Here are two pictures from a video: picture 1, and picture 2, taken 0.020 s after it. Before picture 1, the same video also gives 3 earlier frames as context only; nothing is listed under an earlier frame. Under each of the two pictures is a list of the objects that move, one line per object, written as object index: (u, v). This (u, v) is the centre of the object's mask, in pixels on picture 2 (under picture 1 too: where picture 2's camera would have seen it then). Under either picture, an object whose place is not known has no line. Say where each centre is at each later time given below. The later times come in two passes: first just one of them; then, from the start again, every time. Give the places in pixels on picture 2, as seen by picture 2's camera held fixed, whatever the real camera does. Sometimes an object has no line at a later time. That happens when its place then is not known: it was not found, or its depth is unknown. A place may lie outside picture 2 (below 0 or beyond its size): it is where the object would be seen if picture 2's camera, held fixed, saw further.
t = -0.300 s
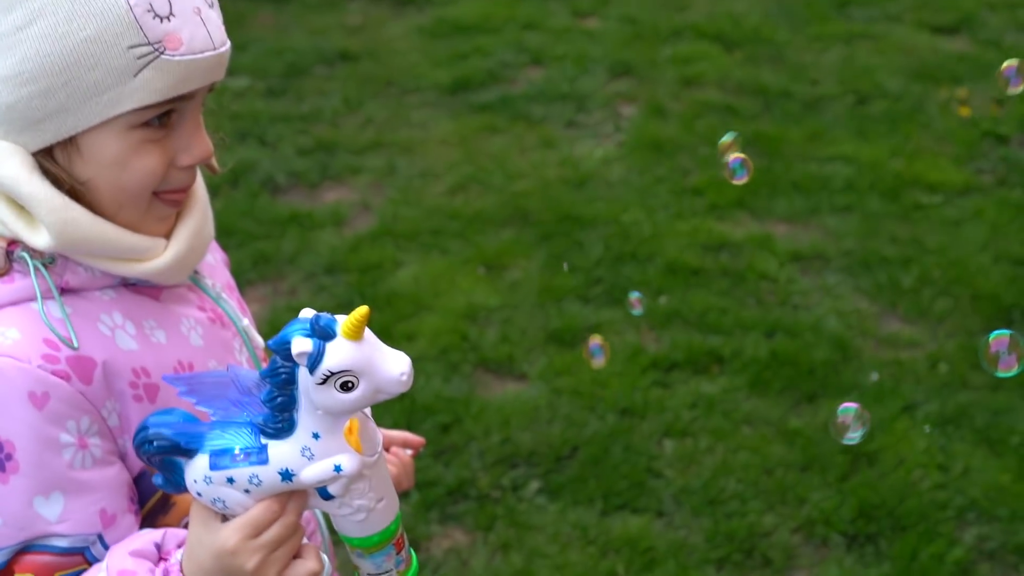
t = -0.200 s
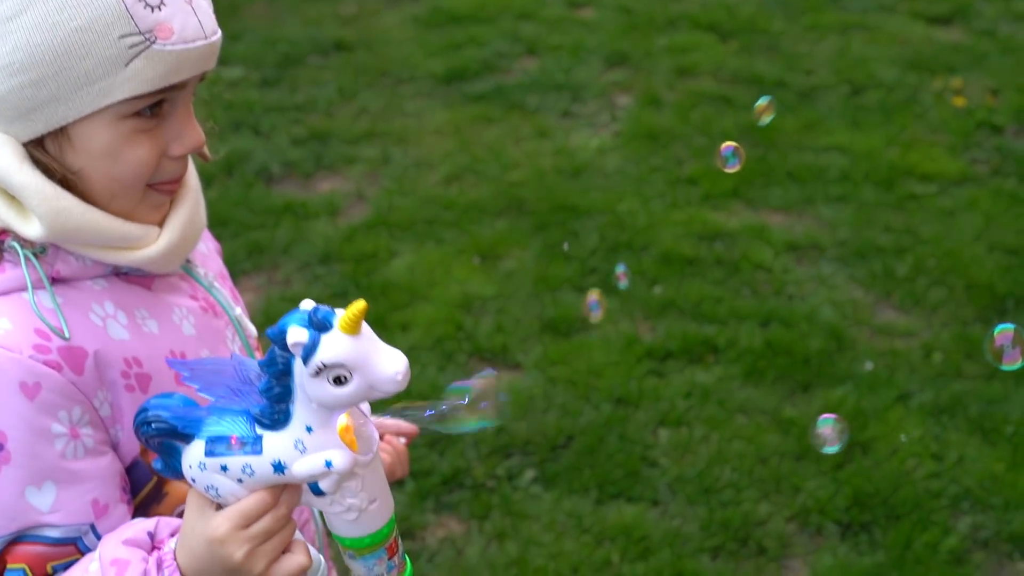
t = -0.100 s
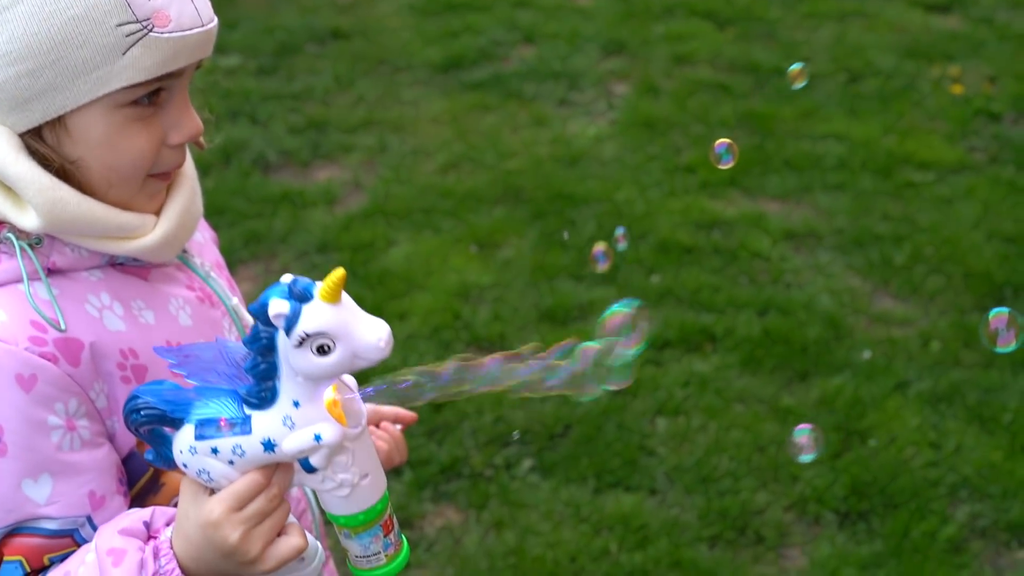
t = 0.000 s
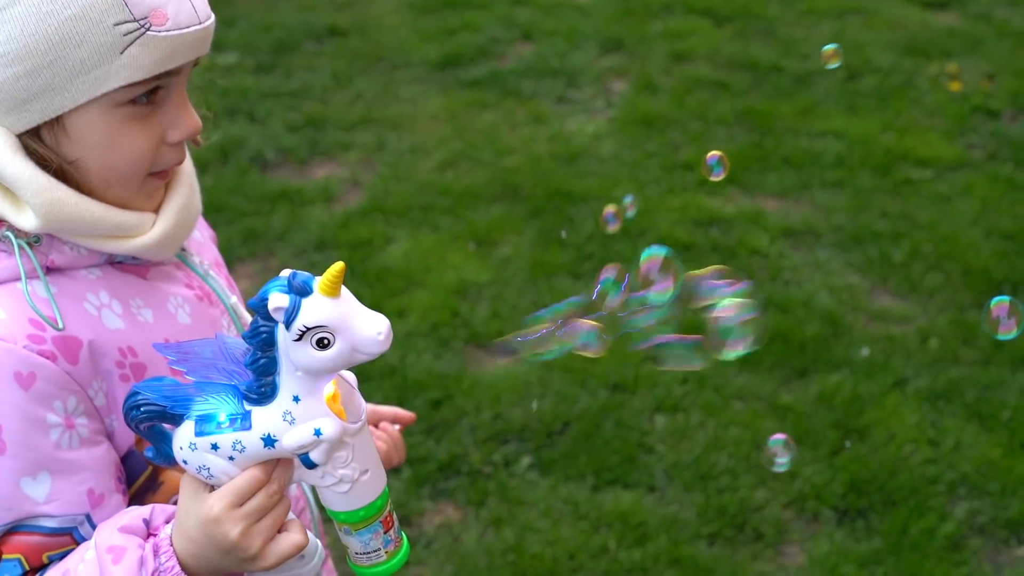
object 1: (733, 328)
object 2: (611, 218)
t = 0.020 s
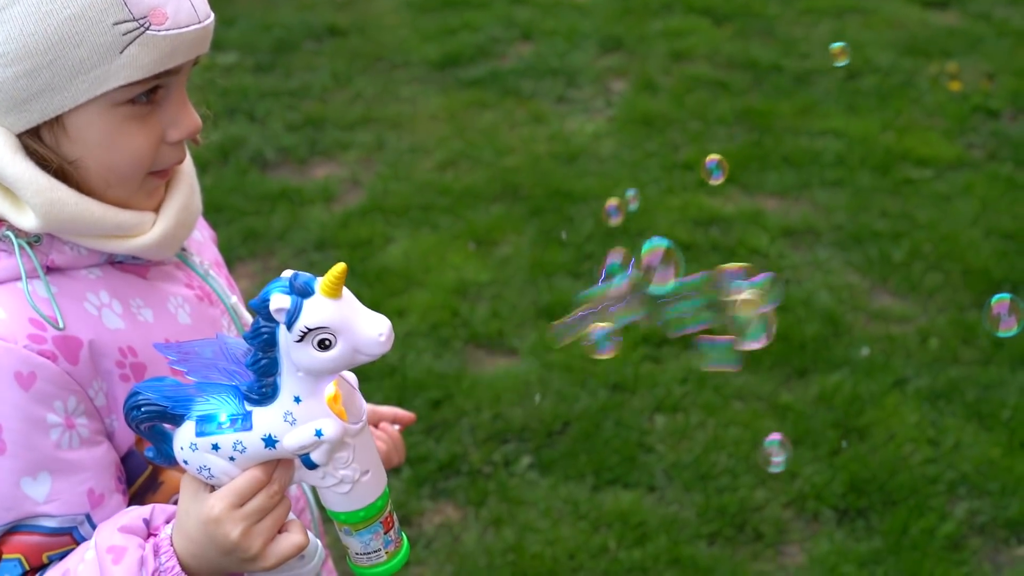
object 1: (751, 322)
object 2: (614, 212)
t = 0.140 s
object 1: (803, 298)
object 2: (629, 178)
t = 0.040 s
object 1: (765, 314)
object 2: (617, 205)
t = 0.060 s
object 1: (773, 312)
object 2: (619, 199)
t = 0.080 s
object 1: (783, 307)
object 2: (621, 193)
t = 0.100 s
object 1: (789, 300)
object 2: (624, 186)
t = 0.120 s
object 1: (797, 299)
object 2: (626, 181)
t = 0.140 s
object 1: (803, 298)
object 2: (629, 178)
